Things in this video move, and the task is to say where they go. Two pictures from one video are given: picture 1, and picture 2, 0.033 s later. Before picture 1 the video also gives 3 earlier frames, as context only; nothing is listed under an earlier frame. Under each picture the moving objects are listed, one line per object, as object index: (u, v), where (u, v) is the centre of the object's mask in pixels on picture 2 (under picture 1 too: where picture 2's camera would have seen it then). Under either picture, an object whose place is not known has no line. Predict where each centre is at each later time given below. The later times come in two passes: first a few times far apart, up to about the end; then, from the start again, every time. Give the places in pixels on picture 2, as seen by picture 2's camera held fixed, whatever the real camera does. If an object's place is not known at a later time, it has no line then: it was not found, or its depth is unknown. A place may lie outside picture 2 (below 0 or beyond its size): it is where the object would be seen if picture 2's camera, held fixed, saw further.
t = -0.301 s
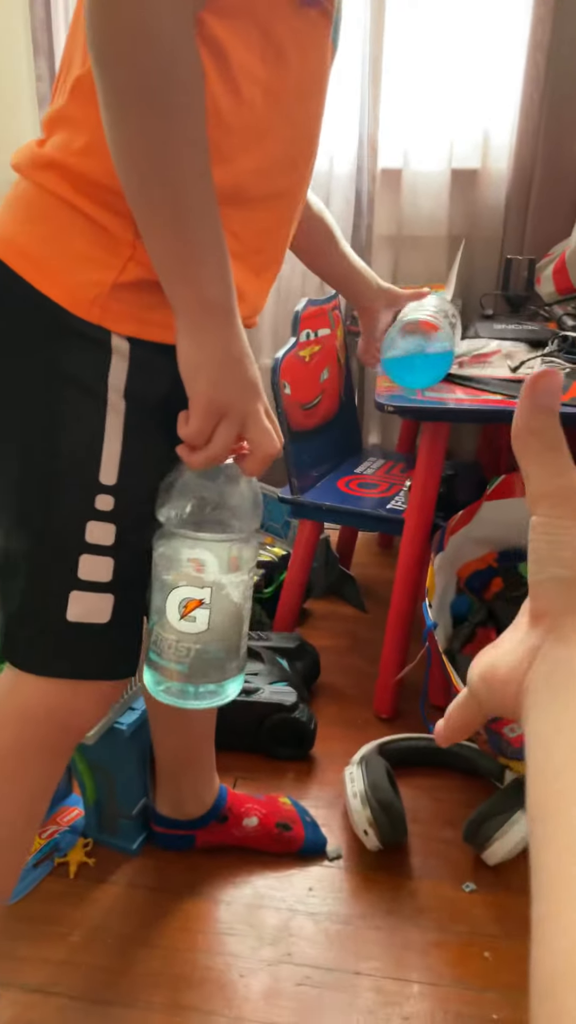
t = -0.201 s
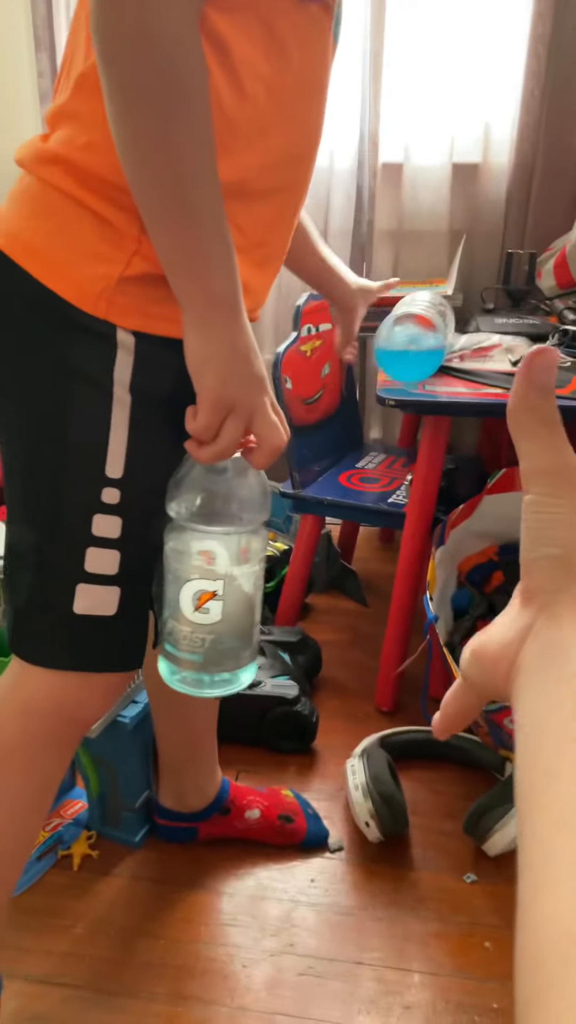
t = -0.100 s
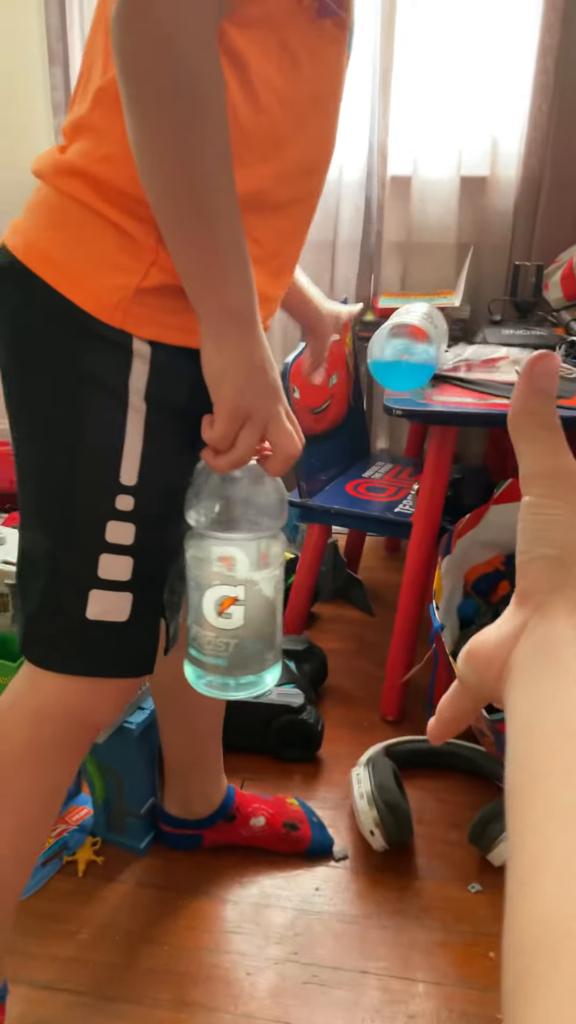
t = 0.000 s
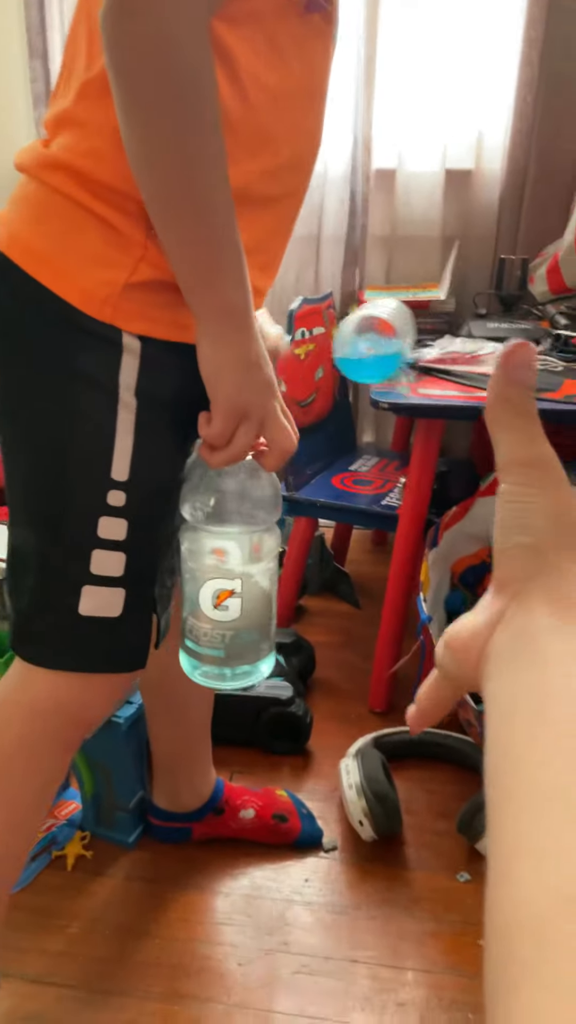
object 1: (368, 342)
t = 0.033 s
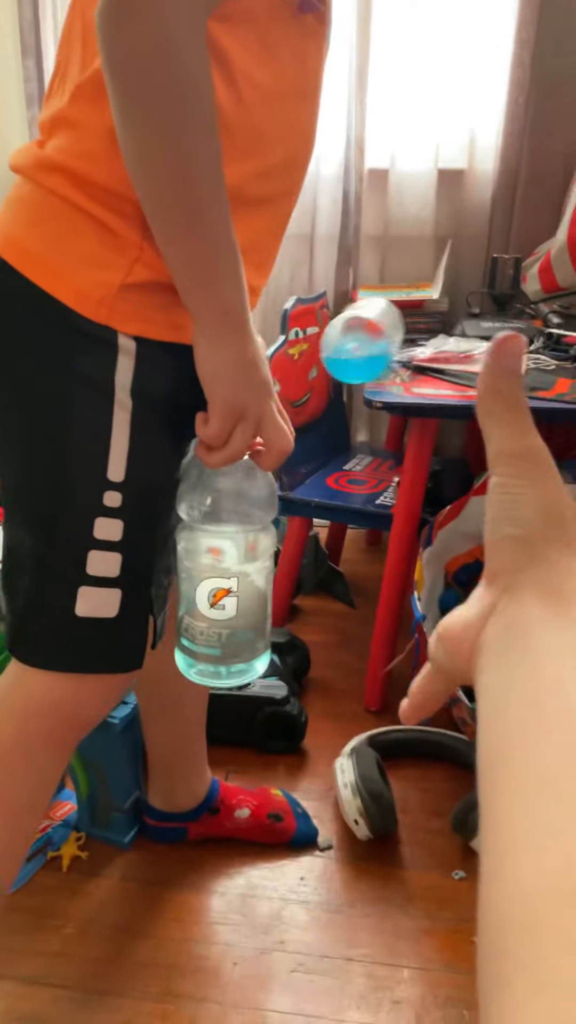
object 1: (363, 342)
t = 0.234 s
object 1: (319, 421)
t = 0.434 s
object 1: (321, 489)
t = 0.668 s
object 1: (350, 683)
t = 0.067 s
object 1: (356, 343)
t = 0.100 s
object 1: (347, 347)
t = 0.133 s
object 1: (337, 357)
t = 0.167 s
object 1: (328, 374)
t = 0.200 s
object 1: (321, 394)
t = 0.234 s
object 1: (319, 421)
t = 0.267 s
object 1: (319, 458)
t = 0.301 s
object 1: (317, 475)
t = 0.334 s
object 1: (319, 472)
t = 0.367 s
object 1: (322, 474)
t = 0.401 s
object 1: (321, 479)
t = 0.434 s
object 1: (321, 489)
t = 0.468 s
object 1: (323, 504)
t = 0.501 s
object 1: (324, 525)
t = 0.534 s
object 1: (325, 557)
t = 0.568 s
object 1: (326, 596)
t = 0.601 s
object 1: (332, 628)
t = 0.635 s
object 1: (346, 650)
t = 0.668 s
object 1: (350, 683)
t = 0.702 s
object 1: (351, 683)
